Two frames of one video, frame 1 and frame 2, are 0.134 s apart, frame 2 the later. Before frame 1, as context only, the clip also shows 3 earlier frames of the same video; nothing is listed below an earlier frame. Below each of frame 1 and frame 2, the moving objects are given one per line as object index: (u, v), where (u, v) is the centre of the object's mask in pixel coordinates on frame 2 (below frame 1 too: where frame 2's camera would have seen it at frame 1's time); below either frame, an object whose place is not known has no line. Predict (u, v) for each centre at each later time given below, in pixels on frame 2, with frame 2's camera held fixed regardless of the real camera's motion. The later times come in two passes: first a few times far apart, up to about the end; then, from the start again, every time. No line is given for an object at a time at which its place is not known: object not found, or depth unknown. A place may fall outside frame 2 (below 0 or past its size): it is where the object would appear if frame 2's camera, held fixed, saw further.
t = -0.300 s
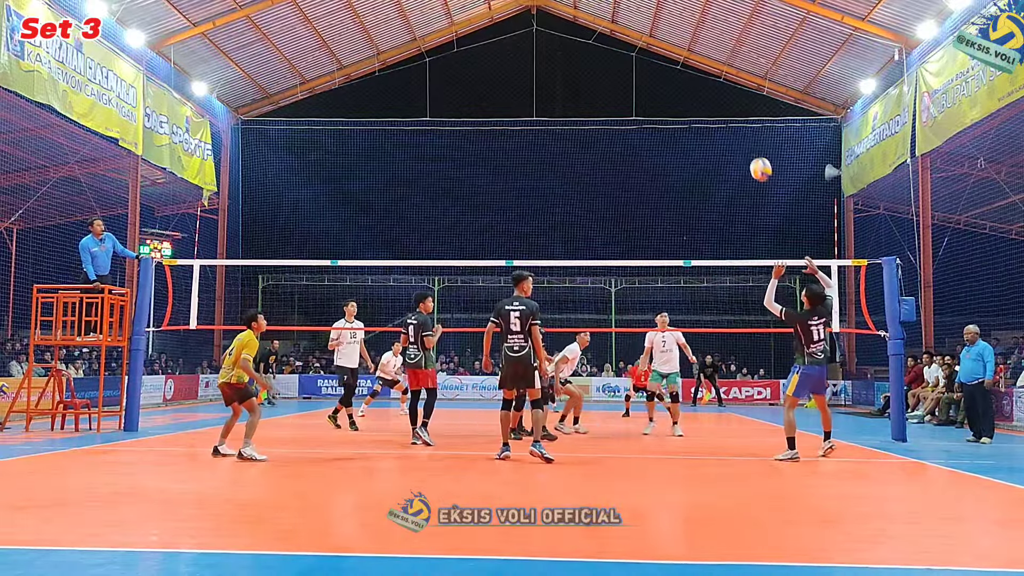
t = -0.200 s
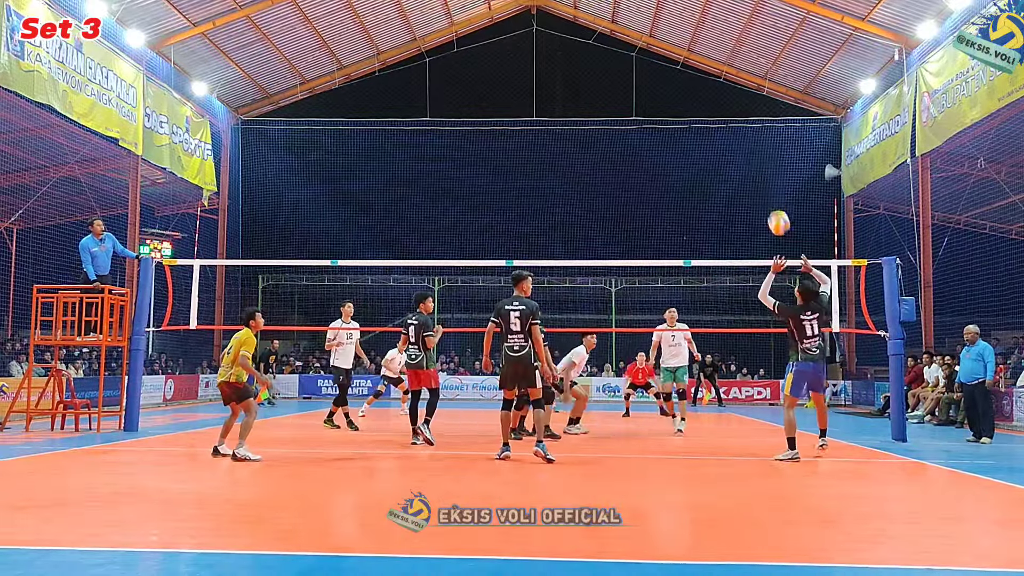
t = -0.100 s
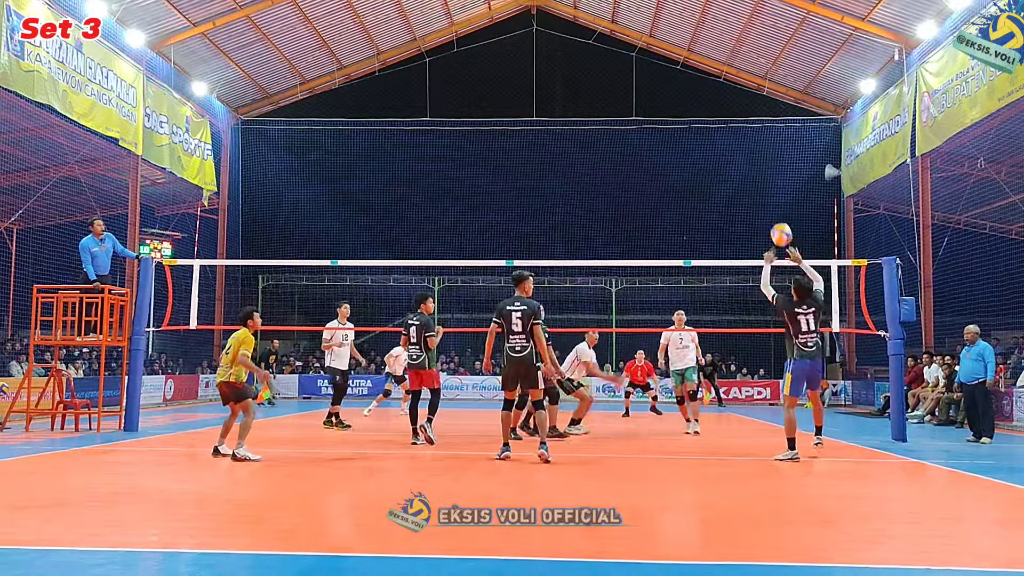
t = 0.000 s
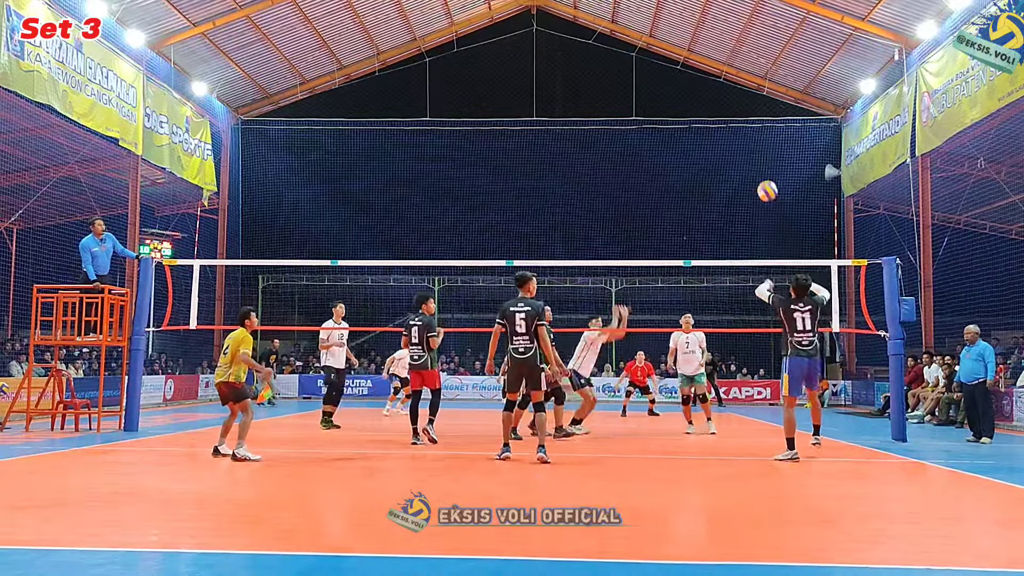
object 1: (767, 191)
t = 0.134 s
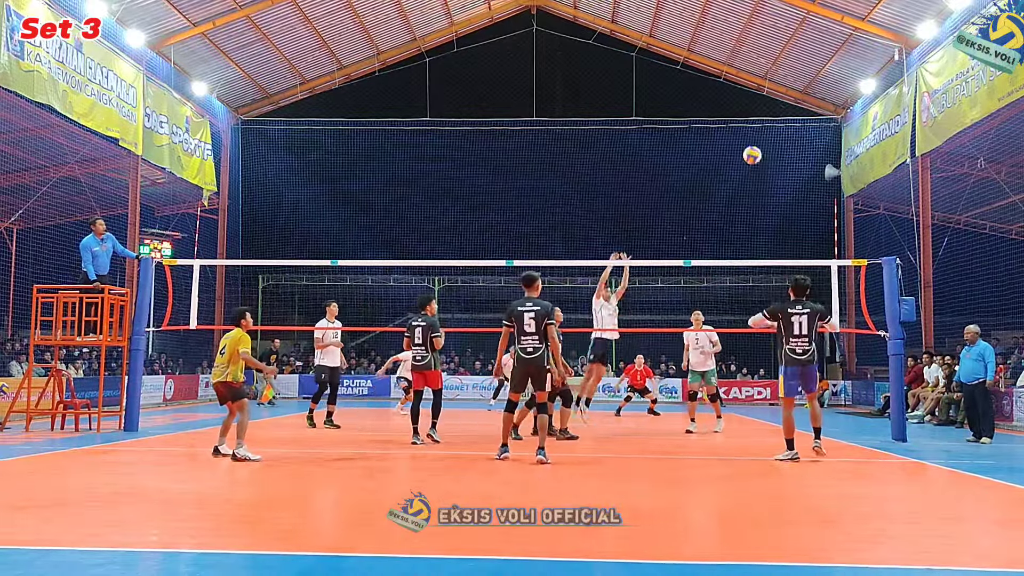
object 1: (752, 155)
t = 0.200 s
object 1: (745, 145)
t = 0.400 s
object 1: (727, 137)
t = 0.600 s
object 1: (713, 152)
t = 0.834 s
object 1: (701, 193)
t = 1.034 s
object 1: (693, 241)
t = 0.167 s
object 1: (749, 150)
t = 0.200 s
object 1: (745, 145)
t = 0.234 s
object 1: (742, 141)
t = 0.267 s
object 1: (739, 139)
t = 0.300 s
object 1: (736, 137)
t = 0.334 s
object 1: (733, 136)
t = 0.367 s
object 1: (730, 136)
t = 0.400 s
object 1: (727, 137)
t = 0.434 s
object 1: (724, 138)
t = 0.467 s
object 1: (722, 140)
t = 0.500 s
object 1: (719, 142)
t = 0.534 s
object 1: (717, 145)
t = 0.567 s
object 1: (715, 148)
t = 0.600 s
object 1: (713, 152)
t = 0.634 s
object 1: (711, 157)
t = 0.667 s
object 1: (709, 162)
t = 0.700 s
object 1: (707, 167)
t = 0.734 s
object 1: (706, 173)
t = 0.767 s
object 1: (704, 179)
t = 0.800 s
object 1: (702, 186)
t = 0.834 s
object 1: (701, 193)
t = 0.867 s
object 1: (699, 200)
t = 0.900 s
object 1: (698, 208)
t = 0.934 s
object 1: (697, 216)
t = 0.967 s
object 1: (695, 224)
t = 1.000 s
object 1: (694, 232)
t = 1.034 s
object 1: (693, 241)
